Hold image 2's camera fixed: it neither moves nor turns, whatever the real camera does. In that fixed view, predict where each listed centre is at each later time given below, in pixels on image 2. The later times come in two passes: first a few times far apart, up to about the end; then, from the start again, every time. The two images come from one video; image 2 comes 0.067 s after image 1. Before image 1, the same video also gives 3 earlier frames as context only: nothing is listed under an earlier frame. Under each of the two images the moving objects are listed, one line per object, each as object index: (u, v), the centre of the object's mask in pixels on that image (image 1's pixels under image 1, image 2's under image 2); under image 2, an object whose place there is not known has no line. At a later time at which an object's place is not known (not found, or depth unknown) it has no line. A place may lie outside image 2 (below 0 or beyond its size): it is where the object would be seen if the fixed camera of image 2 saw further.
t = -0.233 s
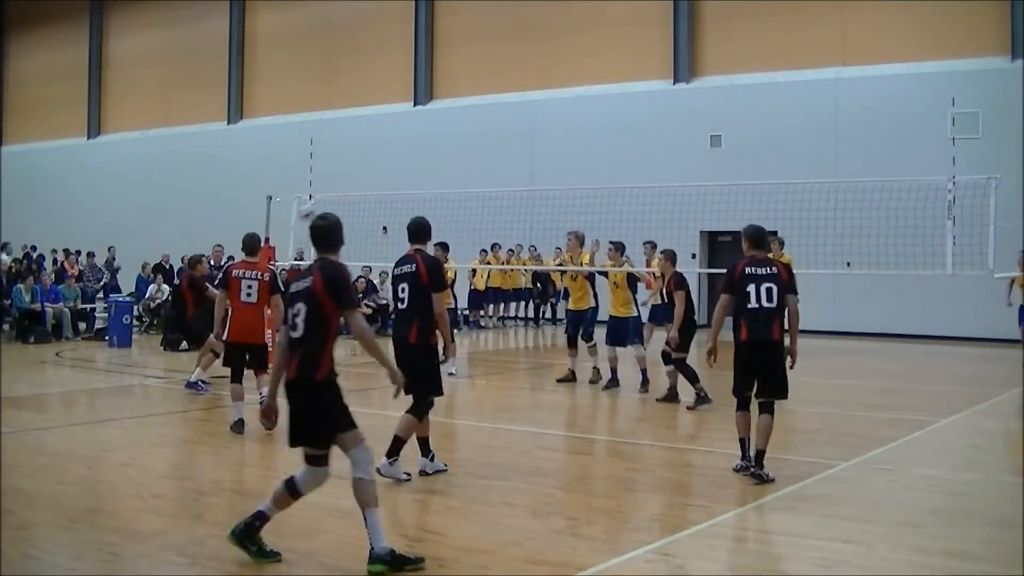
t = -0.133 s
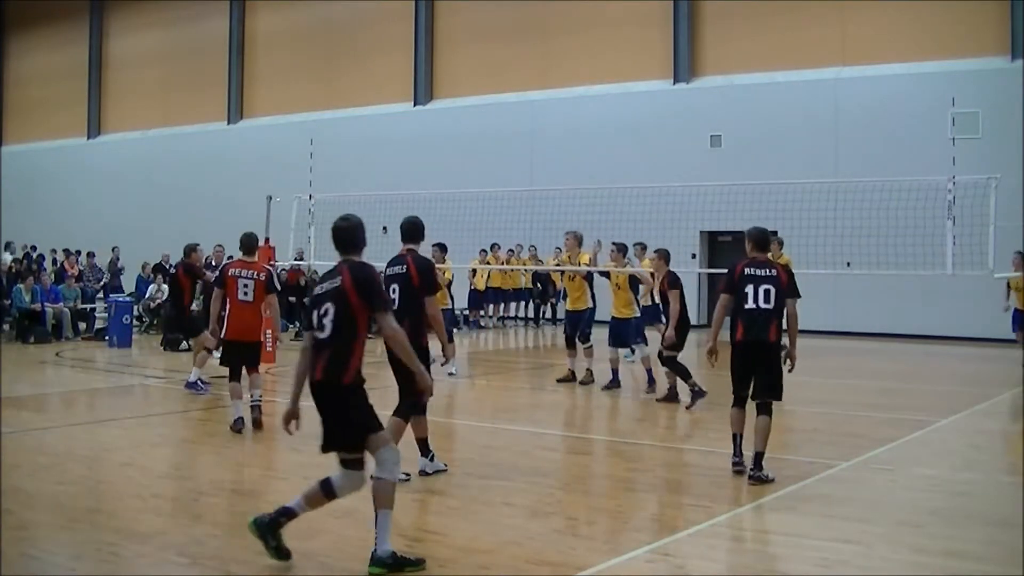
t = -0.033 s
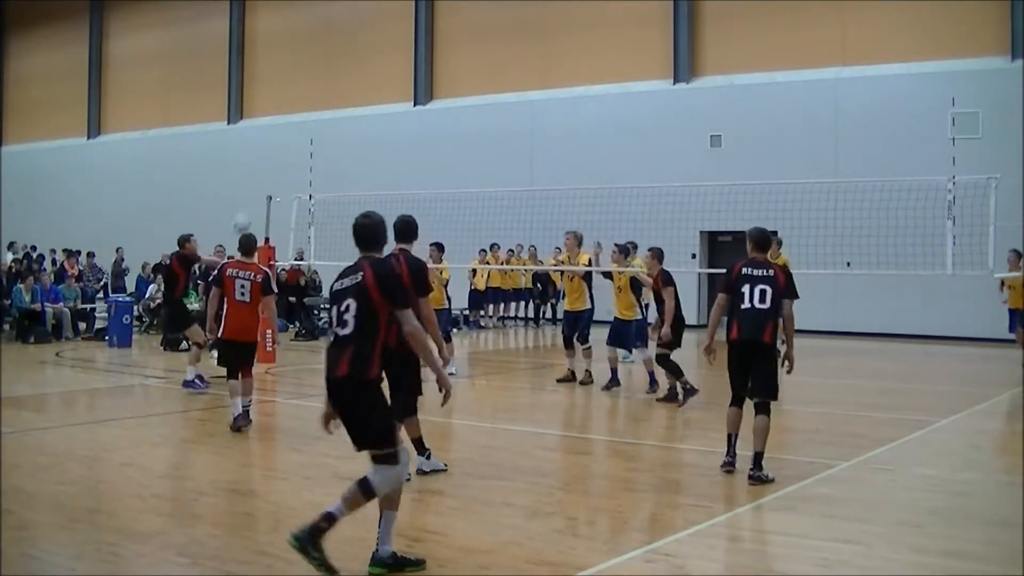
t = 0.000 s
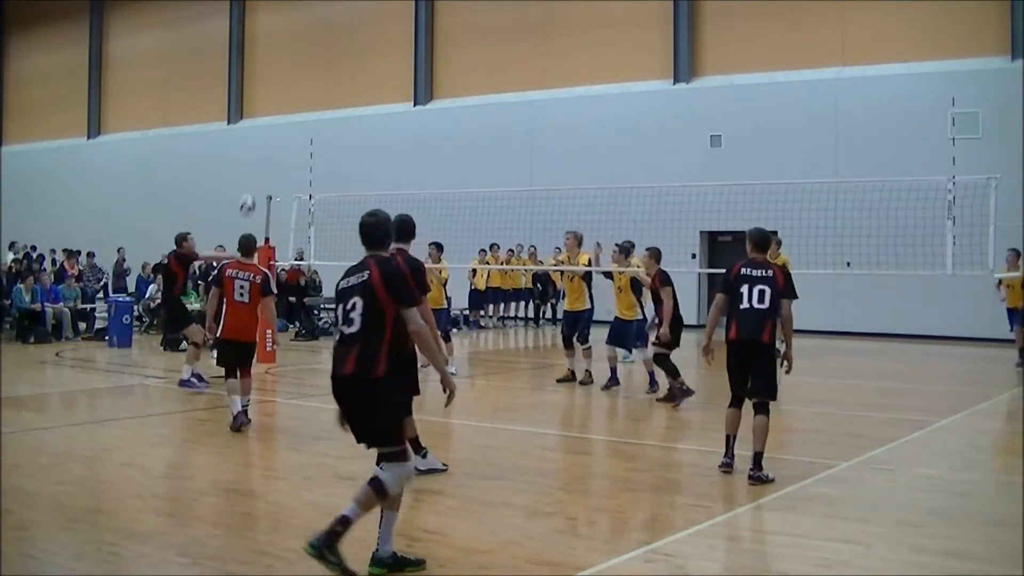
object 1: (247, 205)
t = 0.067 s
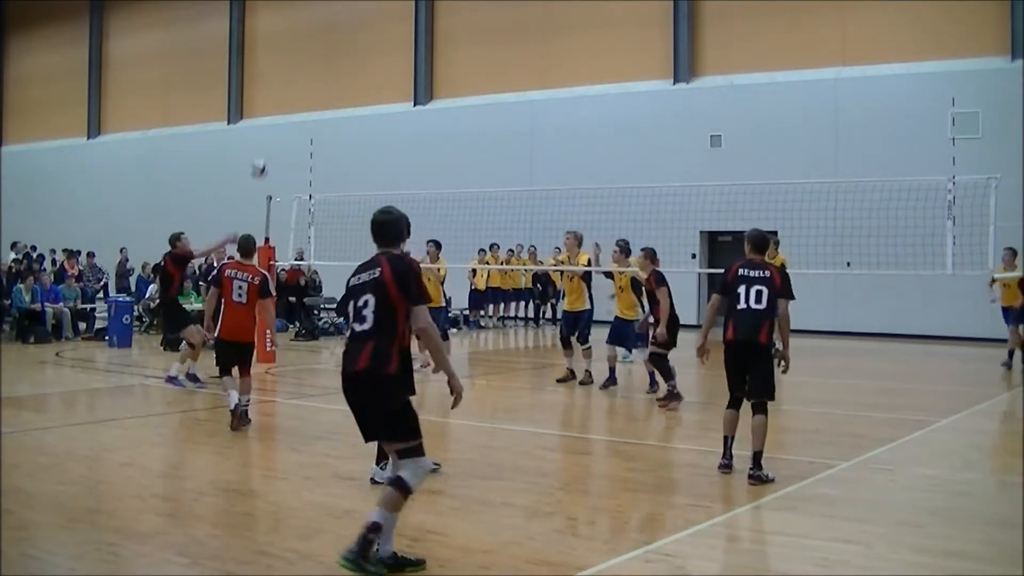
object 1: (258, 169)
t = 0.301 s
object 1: (300, 74)
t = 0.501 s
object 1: (334, 30)
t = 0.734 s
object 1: (372, 19)
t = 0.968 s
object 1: (409, 51)
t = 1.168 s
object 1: (439, 115)
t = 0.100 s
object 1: (265, 154)
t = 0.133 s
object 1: (271, 138)
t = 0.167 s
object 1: (277, 123)
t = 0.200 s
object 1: (282, 109)
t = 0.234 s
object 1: (288, 96)
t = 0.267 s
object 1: (294, 85)
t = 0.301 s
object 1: (300, 74)
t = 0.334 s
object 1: (305, 64)
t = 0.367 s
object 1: (311, 55)
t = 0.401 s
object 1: (316, 47)
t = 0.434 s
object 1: (321, 41)
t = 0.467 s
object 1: (327, 35)
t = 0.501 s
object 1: (334, 30)
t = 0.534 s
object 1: (339, 25)
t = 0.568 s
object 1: (345, 22)
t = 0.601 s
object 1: (351, 20)
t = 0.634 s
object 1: (356, 18)
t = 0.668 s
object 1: (361, 18)
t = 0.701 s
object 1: (366, 18)
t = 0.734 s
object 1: (372, 19)
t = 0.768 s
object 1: (376, 21)
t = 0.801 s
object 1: (382, 24)
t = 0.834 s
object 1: (387, 28)
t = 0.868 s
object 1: (392, 32)
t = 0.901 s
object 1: (399, 37)
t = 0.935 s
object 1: (403, 45)
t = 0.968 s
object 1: (409, 51)
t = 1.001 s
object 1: (414, 59)
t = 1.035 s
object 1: (418, 68)
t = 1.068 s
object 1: (424, 76)
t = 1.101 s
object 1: (427, 88)
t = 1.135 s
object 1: (434, 101)
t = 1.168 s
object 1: (439, 115)
